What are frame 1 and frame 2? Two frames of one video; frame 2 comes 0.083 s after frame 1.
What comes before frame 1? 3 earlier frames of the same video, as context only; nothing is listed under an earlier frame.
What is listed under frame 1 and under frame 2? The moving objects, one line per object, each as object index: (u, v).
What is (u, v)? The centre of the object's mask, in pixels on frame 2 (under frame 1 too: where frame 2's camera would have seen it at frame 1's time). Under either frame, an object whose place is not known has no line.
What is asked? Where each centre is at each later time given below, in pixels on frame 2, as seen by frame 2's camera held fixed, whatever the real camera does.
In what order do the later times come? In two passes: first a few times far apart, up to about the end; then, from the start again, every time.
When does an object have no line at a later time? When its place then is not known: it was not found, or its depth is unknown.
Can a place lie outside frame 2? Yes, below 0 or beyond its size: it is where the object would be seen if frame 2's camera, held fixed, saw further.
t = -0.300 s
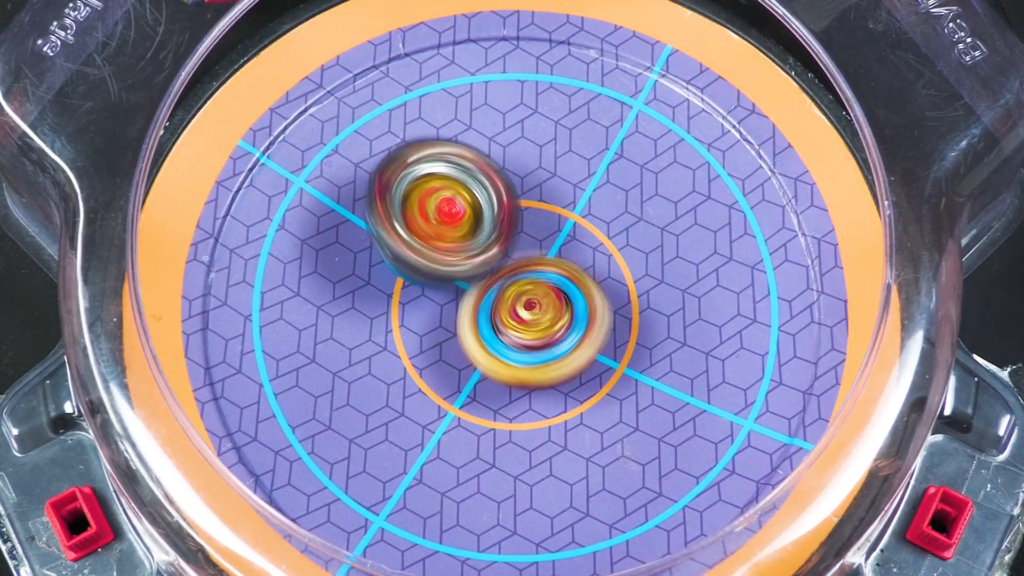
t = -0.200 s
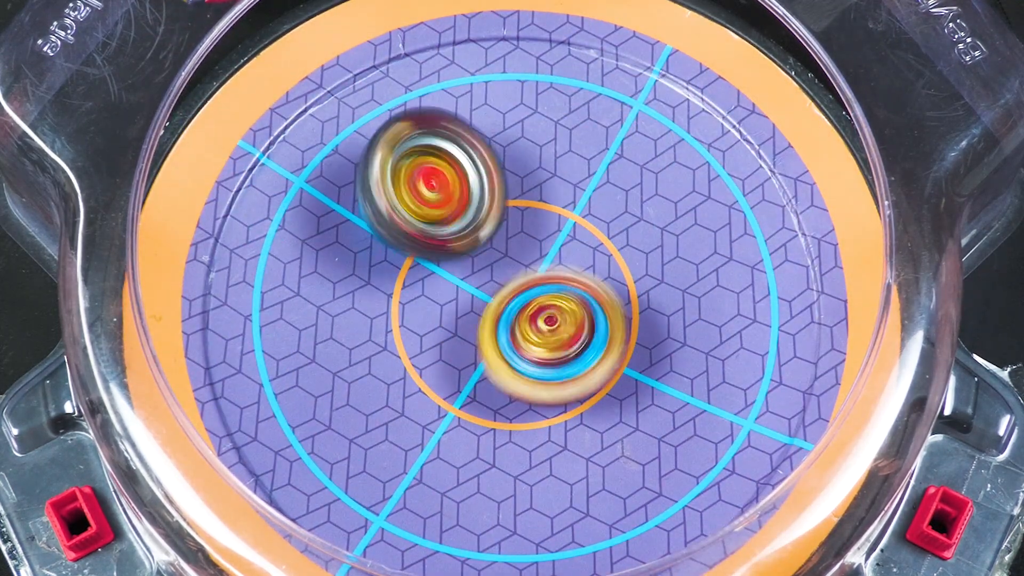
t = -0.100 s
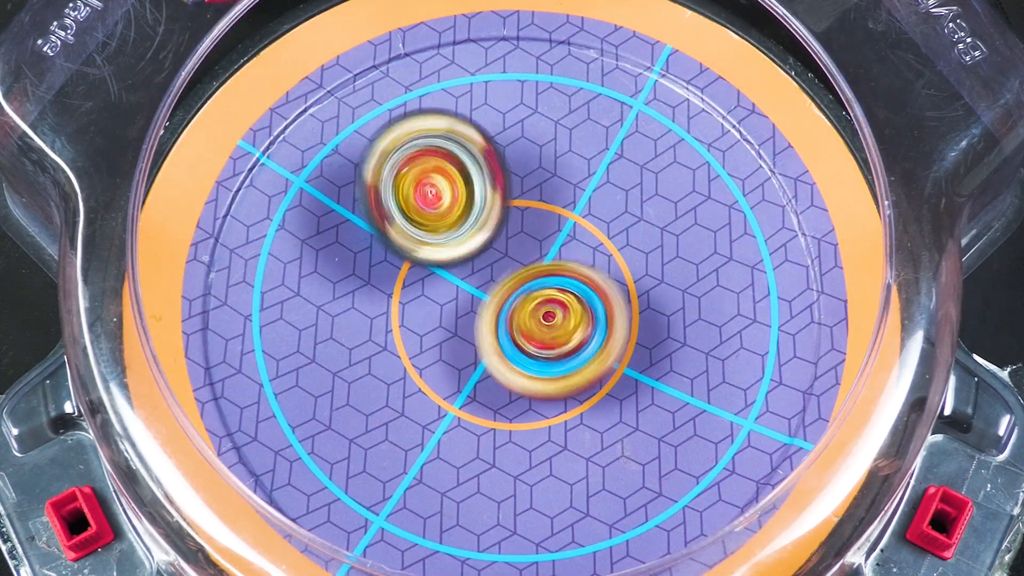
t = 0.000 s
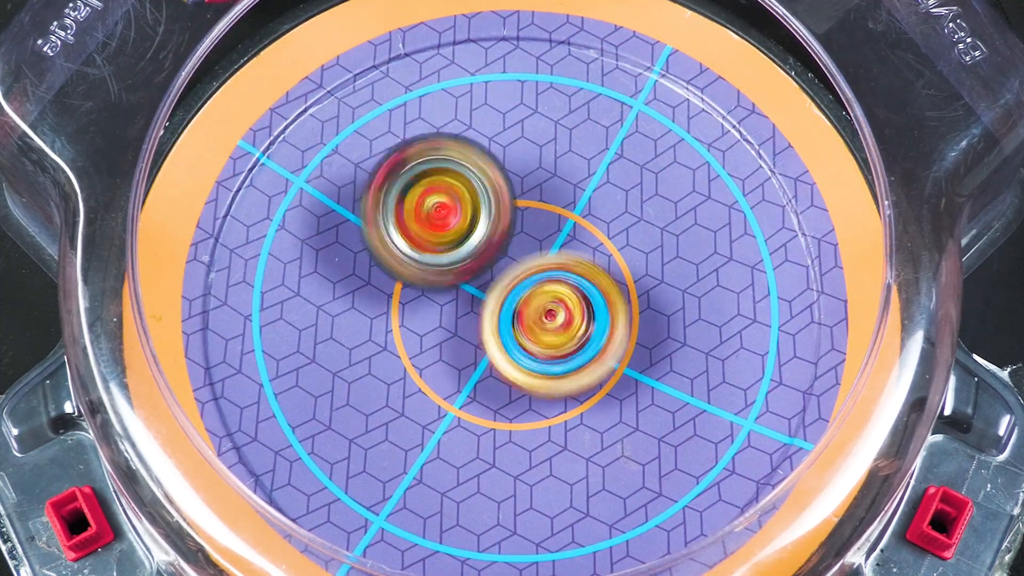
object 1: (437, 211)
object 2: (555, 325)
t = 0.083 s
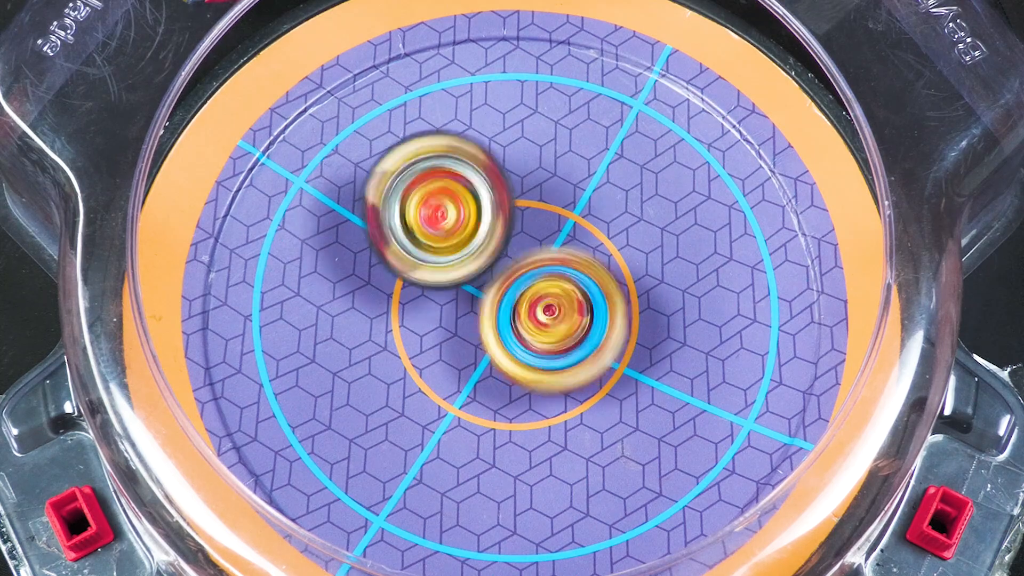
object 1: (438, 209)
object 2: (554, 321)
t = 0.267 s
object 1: (431, 194)
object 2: (555, 320)
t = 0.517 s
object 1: (437, 218)
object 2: (565, 328)
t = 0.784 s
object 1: (442, 198)
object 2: (595, 348)
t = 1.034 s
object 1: (478, 229)
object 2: (592, 343)
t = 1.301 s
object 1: (475, 217)
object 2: (558, 345)
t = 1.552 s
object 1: (483, 192)
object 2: (536, 368)
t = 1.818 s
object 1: (505, 220)
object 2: (536, 373)
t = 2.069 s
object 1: (493, 206)
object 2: (529, 368)
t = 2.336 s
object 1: (464, 217)
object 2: (520, 352)
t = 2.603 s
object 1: (466, 149)
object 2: (554, 364)
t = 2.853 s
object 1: (530, 173)
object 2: (576, 338)
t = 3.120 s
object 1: (525, 182)
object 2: (573, 342)
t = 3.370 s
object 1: (515, 212)
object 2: (547, 352)
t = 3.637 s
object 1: (500, 208)
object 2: (538, 356)
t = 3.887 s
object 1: (490, 203)
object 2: (532, 358)
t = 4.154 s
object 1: (468, 213)
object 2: (539, 336)
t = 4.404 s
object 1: (437, 208)
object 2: (540, 289)
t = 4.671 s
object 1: (442, 233)
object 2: (570, 259)
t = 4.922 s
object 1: (441, 228)
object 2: (564, 261)
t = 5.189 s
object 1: (443, 216)
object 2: (563, 262)
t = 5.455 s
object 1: (443, 216)
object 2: (563, 261)
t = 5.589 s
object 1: (443, 216)
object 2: (563, 261)
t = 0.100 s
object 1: (443, 210)
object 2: (553, 320)
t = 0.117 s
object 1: (440, 210)
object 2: (554, 320)
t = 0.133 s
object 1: (436, 201)
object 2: (558, 322)
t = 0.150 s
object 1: (436, 197)
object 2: (560, 322)
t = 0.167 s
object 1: (434, 198)
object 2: (563, 321)
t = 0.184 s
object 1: (428, 197)
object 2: (561, 321)
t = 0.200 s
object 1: (427, 193)
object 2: (560, 320)
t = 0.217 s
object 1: (429, 192)
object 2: (559, 319)
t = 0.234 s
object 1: (430, 194)
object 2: (557, 318)
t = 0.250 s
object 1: (428, 195)
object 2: (556, 320)
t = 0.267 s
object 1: (431, 194)
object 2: (555, 320)
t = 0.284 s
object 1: (436, 197)
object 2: (556, 319)
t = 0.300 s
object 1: (437, 202)
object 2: (553, 319)
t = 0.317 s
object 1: (437, 204)
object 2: (552, 318)
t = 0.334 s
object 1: (443, 207)
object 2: (551, 318)
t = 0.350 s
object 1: (448, 210)
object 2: (549, 318)
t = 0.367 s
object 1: (447, 214)
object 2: (551, 320)
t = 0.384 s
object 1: (439, 210)
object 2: (558, 322)
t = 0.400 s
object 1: (438, 209)
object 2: (563, 325)
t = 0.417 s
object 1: (439, 209)
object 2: (565, 327)
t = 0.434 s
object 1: (435, 210)
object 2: (568, 328)
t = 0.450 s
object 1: (433, 211)
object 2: (569, 328)
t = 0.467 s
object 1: (434, 211)
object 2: (568, 327)
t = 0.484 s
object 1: (436, 214)
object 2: (566, 328)
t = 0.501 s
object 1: (435, 216)
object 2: (566, 328)
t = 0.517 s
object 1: (437, 218)
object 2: (565, 328)
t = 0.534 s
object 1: (441, 219)
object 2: (564, 329)
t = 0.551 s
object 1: (445, 222)
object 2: (564, 331)
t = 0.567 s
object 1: (447, 224)
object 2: (565, 330)
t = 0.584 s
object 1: (450, 227)
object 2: (565, 329)
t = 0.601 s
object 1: (450, 225)
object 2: (569, 331)
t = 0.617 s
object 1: (445, 218)
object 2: (577, 338)
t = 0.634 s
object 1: (441, 214)
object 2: (586, 343)
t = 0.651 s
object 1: (439, 208)
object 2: (591, 346)
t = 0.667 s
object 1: (435, 203)
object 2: (594, 348)
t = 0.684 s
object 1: (432, 197)
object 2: (596, 349)
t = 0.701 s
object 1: (432, 195)
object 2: (598, 349)
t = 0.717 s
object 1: (434, 192)
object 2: (598, 348)
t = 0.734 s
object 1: (436, 192)
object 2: (596, 348)
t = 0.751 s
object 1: (438, 192)
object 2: (596, 348)
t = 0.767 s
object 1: (440, 195)
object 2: (595, 348)
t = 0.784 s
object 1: (442, 198)
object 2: (595, 348)
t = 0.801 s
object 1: (442, 203)
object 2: (595, 348)
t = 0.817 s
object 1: (443, 206)
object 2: (594, 347)
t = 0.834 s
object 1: (443, 208)
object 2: (594, 347)
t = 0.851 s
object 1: (446, 212)
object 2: (594, 346)
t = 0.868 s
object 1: (447, 216)
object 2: (593, 345)
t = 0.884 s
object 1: (448, 221)
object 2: (592, 344)
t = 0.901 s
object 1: (450, 221)
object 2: (591, 344)
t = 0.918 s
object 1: (457, 224)
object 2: (591, 343)
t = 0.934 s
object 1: (461, 230)
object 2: (589, 341)
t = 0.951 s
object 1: (463, 232)
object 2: (587, 341)
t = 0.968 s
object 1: (470, 231)
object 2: (587, 340)
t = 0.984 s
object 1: (474, 228)
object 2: (589, 343)
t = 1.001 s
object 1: (478, 227)
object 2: (592, 344)
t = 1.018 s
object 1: (478, 228)
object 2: (592, 344)
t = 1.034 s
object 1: (478, 229)
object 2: (592, 343)
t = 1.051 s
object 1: (476, 229)
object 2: (592, 343)
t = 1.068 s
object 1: (477, 227)
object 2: (590, 341)
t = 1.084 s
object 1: (477, 227)
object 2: (588, 342)
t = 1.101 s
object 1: (477, 226)
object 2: (587, 341)
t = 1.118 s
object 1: (477, 224)
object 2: (585, 342)
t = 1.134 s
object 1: (475, 222)
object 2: (585, 342)
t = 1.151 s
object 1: (475, 220)
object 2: (583, 343)
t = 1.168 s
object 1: (476, 219)
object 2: (581, 342)
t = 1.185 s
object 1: (477, 217)
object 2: (579, 342)
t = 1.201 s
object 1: (477, 218)
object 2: (577, 341)
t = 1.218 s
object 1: (477, 218)
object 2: (573, 342)
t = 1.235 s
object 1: (477, 219)
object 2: (570, 342)
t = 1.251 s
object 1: (477, 219)
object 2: (566, 341)
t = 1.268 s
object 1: (478, 219)
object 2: (563, 341)
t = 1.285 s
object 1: (477, 219)
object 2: (559, 342)
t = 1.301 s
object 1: (475, 217)
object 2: (558, 345)
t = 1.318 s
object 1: (476, 217)
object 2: (555, 345)
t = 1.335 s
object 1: (476, 217)
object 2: (552, 348)
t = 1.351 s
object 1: (479, 216)
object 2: (551, 348)
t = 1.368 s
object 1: (480, 217)
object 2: (548, 349)
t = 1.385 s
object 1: (483, 216)
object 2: (548, 349)
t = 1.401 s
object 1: (486, 217)
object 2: (545, 350)
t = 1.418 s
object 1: (488, 217)
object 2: (543, 350)
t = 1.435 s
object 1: (491, 216)
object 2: (542, 354)
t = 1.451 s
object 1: (492, 214)
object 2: (543, 359)
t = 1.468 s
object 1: (492, 205)
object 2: (540, 362)
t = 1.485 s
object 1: (487, 201)
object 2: (540, 365)
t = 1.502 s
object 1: (485, 201)
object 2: (538, 366)
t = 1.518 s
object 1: (487, 200)
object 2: (538, 367)
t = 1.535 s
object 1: (486, 196)
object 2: (537, 368)
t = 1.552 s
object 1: (483, 192)
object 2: (536, 368)
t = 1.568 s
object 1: (481, 193)
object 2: (535, 369)
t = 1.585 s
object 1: (482, 193)
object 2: (534, 369)
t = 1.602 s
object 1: (487, 194)
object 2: (534, 370)
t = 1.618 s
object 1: (490, 197)
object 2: (534, 370)
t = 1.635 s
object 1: (493, 197)
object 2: (535, 369)
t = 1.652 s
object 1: (495, 201)
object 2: (533, 369)
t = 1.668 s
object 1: (497, 204)
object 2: (533, 369)
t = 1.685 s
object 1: (498, 205)
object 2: (533, 369)
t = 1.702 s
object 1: (500, 210)
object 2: (532, 369)
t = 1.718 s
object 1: (502, 215)
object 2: (532, 369)
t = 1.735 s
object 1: (502, 221)
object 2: (531, 369)
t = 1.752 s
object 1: (500, 221)
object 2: (532, 369)
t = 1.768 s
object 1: (500, 216)
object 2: (531, 371)
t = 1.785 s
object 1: (505, 214)
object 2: (534, 373)
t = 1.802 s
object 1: (506, 218)
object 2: (535, 374)
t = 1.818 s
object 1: (505, 220)
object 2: (536, 373)
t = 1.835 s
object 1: (503, 217)
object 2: (536, 372)
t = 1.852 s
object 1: (505, 213)
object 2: (535, 370)
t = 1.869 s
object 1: (510, 214)
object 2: (535, 369)
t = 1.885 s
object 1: (511, 216)
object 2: (533, 369)
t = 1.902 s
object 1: (510, 218)
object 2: (533, 369)
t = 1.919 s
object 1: (507, 217)
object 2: (534, 372)
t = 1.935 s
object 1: (504, 212)
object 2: (534, 373)
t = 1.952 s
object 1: (503, 208)
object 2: (535, 374)
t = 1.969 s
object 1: (500, 208)
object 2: (534, 373)
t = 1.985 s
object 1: (495, 208)
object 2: (535, 374)
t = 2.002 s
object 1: (493, 206)
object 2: (533, 372)
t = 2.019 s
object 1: (492, 206)
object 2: (533, 370)
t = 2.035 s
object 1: (492, 205)
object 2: (531, 369)
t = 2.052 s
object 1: (494, 204)
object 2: (529, 368)
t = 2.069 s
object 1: (493, 206)
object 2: (529, 368)
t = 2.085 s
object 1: (491, 209)
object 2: (527, 366)
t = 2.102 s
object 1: (490, 212)
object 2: (526, 364)
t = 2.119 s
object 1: (489, 214)
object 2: (524, 362)
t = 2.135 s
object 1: (488, 216)
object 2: (523, 361)
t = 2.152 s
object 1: (488, 218)
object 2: (522, 358)
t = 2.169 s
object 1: (485, 221)
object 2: (520, 357)
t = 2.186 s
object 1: (482, 221)
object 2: (521, 358)
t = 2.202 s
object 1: (480, 219)
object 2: (520, 356)
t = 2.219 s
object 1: (478, 220)
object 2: (519, 357)
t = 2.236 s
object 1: (473, 221)
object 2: (521, 359)
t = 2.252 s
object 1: (471, 220)
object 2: (523, 359)
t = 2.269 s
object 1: (468, 221)
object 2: (524, 359)
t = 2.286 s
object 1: (466, 219)
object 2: (524, 357)
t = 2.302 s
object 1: (466, 216)
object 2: (523, 355)
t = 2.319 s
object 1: (465, 216)
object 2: (523, 354)
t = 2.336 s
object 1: (464, 217)
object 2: (520, 352)
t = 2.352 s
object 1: (466, 217)
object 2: (519, 352)
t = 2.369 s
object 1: (468, 217)
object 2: (519, 353)
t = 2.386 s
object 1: (464, 209)
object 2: (523, 360)
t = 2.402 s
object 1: (461, 199)
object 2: (527, 367)
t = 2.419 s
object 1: (458, 187)
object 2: (532, 371)
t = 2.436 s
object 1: (454, 179)
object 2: (537, 374)
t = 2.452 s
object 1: (450, 172)
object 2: (539, 374)
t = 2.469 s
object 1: (449, 165)
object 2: (543, 375)
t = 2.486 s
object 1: (450, 159)
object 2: (546, 376)
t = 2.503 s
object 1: (450, 153)
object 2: (547, 376)
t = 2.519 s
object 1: (451, 150)
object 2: (549, 375)
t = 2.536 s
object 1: (454, 148)
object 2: (549, 373)
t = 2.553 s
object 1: (457, 148)
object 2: (550, 371)
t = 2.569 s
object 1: (460, 148)
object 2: (552, 369)
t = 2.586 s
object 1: (464, 148)
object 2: (553, 366)
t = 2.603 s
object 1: (466, 149)
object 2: (554, 364)
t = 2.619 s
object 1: (470, 151)
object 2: (555, 362)
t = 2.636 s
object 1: (473, 153)
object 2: (556, 359)
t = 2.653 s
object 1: (476, 156)
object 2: (556, 356)
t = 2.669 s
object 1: (478, 158)
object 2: (556, 353)
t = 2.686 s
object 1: (483, 158)
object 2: (559, 349)
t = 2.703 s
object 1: (490, 160)
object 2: (560, 344)
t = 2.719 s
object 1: (496, 165)
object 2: (560, 340)
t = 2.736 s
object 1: (502, 172)
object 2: (559, 336)
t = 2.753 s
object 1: (507, 177)
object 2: (559, 332)
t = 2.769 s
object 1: (517, 183)
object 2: (559, 326)
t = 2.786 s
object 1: (522, 187)
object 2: (560, 322)
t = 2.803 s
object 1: (527, 184)
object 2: (565, 325)
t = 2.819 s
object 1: (528, 179)
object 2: (568, 329)
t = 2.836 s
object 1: (529, 175)
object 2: (571, 335)
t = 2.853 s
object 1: (530, 173)
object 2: (576, 338)
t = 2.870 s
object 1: (533, 171)
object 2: (579, 339)
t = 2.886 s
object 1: (535, 171)
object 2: (582, 339)
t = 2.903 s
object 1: (537, 171)
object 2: (585, 338)
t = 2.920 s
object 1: (540, 171)
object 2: (587, 337)
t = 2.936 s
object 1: (544, 170)
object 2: (588, 335)
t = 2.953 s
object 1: (547, 172)
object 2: (588, 333)
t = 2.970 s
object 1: (548, 177)
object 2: (587, 330)
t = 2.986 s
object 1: (547, 180)
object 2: (586, 328)
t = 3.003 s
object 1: (546, 184)
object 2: (585, 328)
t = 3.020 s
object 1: (543, 179)
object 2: (583, 330)
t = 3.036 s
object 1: (540, 176)
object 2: (580, 334)
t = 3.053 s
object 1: (538, 177)
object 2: (579, 337)
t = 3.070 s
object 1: (537, 180)
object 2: (578, 338)
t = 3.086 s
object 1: (533, 181)
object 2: (577, 339)
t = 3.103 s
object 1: (529, 181)
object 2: (575, 341)
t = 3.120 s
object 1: (525, 182)
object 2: (573, 342)
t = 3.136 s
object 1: (521, 183)
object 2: (572, 345)
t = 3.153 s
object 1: (519, 183)
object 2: (570, 347)
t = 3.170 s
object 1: (516, 184)
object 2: (569, 349)
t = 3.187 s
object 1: (515, 185)
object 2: (567, 350)
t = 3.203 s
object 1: (516, 187)
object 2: (566, 349)
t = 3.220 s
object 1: (519, 188)
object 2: (564, 347)
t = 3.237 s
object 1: (523, 192)
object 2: (562, 345)
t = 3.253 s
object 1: (526, 197)
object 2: (559, 345)
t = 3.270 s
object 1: (526, 201)
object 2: (557, 345)
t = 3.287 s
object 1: (525, 206)
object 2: (556, 346)
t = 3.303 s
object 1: (523, 208)
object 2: (555, 348)
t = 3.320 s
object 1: (521, 210)
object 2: (554, 350)
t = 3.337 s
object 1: (518, 211)
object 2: (552, 351)
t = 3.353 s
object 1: (517, 212)
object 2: (550, 352)
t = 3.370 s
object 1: (515, 212)
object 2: (547, 352)
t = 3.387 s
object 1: (512, 212)
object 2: (545, 354)
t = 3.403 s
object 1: (508, 210)
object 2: (544, 355)
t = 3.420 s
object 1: (505, 209)
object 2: (544, 356)
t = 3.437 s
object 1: (504, 206)
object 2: (545, 357)
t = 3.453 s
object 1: (503, 204)
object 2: (546, 357)
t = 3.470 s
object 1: (503, 205)
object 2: (546, 356)
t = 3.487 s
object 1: (502, 206)
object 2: (546, 357)
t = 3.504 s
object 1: (503, 208)
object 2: (543, 357)
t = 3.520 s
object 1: (501, 209)
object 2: (542, 359)
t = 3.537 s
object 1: (498, 210)
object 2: (540, 359)
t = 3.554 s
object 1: (496, 209)
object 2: (538, 358)
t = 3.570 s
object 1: (492, 208)
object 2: (537, 358)
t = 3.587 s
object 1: (491, 206)
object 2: (535, 358)
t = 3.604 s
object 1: (493, 205)
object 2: (535, 358)
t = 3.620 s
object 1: (496, 205)
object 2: (537, 357)
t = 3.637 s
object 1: (500, 208)
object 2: (538, 356)
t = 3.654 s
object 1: (502, 210)
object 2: (538, 354)
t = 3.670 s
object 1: (505, 212)
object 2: (537, 354)
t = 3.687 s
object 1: (507, 214)
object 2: (536, 354)
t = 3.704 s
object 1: (509, 217)
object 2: (534, 354)
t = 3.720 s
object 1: (508, 216)
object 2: (534, 358)
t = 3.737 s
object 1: (507, 213)
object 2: (536, 362)
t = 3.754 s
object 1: (504, 208)
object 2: (537, 365)
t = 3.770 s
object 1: (502, 204)
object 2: (540, 367)
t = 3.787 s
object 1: (501, 200)
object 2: (543, 367)
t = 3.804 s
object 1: (500, 198)
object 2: (545, 366)
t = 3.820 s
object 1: (499, 197)
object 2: (545, 363)
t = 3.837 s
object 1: (498, 198)
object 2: (542, 360)
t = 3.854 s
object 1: (497, 200)
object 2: (540, 358)
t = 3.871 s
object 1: (494, 202)
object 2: (537, 358)
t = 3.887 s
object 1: (490, 203)
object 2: (532, 358)
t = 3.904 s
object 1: (488, 203)
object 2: (528, 358)
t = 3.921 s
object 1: (486, 202)
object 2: (526, 360)
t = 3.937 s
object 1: (485, 201)
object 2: (526, 363)
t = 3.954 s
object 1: (486, 201)
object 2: (529, 364)
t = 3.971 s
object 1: (488, 201)
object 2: (532, 364)
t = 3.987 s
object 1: (490, 203)
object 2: (535, 361)
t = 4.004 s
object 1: (491, 206)
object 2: (536, 356)
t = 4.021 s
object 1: (492, 210)
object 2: (536, 350)
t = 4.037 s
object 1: (492, 214)
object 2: (535, 344)
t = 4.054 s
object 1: (490, 216)
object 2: (533, 342)
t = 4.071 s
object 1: (488, 217)
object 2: (531, 341)
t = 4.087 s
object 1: (486, 219)
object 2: (528, 339)
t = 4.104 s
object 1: (483, 218)
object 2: (529, 338)
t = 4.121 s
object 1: (477, 215)
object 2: (533, 337)
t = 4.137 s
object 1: (472, 214)
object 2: (536, 337)
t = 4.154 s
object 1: (468, 213)
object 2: (539, 336)
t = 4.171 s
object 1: (464, 213)
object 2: (541, 334)
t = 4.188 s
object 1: (461, 213)
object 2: (542, 332)
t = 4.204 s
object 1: (458, 213)
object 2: (543, 330)
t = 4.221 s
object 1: (456, 213)
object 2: (542, 327)
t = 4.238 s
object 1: (453, 213)
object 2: (541, 324)
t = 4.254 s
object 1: (451, 213)
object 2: (540, 322)
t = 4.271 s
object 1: (449, 213)
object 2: (540, 319)
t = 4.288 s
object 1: (446, 210)
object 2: (539, 316)
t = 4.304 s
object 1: (445, 208)
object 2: (540, 312)
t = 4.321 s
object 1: (444, 208)
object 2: (538, 309)
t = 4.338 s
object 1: (442, 208)
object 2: (538, 305)
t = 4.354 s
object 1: (440, 206)
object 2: (538, 301)
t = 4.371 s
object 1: (437, 206)
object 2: (538, 297)
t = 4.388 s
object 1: (436, 207)
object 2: (539, 293)
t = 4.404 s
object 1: (437, 208)
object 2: (540, 289)
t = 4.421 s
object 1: (438, 211)
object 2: (541, 285)
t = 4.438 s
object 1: (439, 214)
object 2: (543, 282)
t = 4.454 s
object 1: (440, 219)
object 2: (545, 278)
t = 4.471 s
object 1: (440, 224)
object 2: (548, 275)
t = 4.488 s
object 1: (440, 228)
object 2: (551, 272)
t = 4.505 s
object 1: (438, 231)
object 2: (552, 270)
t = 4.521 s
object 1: (437, 233)
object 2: (555, 268)
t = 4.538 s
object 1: (435, 235)
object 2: (557, 267)
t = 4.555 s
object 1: (434, 235)
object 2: (558, 265)
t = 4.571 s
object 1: (433, 235)
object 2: (559, 264)
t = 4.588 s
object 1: (432, 235)
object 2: (561, 263)
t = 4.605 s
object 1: (433, 235)
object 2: (562, 262)
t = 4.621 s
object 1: (435, 234)
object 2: (564, 260)
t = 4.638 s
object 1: (438, 233)
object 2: (567, 260)
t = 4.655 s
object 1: (440, 233)
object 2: (569, 259)
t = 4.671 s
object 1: (442, 233)
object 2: (570, 259)
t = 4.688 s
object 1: (443, 232)
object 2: (569, 260)
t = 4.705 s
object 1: (444, 232)
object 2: (568, 261)
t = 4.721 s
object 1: (445, 233)
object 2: (567, 261)
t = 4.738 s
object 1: (445, 233)
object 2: (566, 261)
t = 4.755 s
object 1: (445, 234)
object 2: (566, 262)
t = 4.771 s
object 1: (444, 234)
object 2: (565, 262)
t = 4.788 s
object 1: (444, 234)
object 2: (565, 262)
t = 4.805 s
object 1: (444, 233)
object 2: (565, 262)
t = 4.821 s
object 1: (443, 233)
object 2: (564, 262)
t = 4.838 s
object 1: (443, 233)
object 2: (564, 262)
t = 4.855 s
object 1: (443, 232)
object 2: (564, 262)
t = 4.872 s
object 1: (442, 231)
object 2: (564, 262)
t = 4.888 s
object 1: (442, 230)
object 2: (564, 262)
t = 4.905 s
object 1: (442, 229)
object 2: (564, 262)
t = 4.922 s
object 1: (441, 228)
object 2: (564, 261)
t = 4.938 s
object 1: (441, 226)
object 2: (565, 261)
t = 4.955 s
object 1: (441, 224)
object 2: (564, 261)
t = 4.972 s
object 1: (441, 222)
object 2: (564, 261)
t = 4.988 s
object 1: (441, 219)
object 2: (563, 261)
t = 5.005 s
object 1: (441, 217)
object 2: (563, 261)
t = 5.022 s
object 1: (441, 215)
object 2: (563, 261)
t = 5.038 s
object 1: (441, 214)
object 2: (563, 261)
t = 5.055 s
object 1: (441, 215)
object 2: (563, 261)
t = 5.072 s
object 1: (441, 215)
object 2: (563, 261)
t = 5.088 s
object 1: (442, 216)
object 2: (563, 262)
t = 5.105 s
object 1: (443, 218)
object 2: (563, 262)
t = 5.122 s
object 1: (442, 218)
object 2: (563, 262)
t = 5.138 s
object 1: (442, 218)
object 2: (563, 262)
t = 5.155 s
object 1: (442, 218)
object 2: (563, 262)
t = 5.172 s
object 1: (442, 217)
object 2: (563, 262)
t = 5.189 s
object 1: (443, 216)
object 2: (563, 262)
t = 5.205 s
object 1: (443, 216)
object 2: (563, 261)
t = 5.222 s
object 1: (443, 216)
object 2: (563, 261)
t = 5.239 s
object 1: (443, 217)
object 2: (563, 261)
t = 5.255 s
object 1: (443, 217)
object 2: (563, 261)
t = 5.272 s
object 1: (443, 217)
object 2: (563, 262)
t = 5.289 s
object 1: (443, 216)
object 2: (563, 261)
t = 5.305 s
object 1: (443, 216)
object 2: (563, 262)
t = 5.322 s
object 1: (443, 216)
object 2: (563, 261)
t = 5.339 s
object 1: (443, 217)
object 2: (563, 262)
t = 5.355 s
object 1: (443, 216)
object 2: (563, 261)
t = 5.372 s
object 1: (443, 216)
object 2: (563, 261)
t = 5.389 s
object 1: (443, 216)
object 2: (563, 261)
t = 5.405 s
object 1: (443, 217)
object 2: (563, 261)
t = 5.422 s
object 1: (443, 216)
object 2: (563, 261)
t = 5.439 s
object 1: (443, 216)
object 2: (563, 262)
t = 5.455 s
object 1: (443, 216)
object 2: (563, 261)
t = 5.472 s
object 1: (443, 217)
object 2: (563, 262)
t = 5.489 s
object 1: (443, 217)
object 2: (563, 261)
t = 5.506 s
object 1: (443, 217)
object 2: (563, 262)
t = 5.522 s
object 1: (443, 216)
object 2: (563, 261)
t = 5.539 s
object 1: (443, 217)
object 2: (563, 262)
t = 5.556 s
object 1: (443, 217)
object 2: (563, 262)
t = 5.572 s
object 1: (443, 216)
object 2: (563, 261)
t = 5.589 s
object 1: (443, 216)
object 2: (563, 261)
